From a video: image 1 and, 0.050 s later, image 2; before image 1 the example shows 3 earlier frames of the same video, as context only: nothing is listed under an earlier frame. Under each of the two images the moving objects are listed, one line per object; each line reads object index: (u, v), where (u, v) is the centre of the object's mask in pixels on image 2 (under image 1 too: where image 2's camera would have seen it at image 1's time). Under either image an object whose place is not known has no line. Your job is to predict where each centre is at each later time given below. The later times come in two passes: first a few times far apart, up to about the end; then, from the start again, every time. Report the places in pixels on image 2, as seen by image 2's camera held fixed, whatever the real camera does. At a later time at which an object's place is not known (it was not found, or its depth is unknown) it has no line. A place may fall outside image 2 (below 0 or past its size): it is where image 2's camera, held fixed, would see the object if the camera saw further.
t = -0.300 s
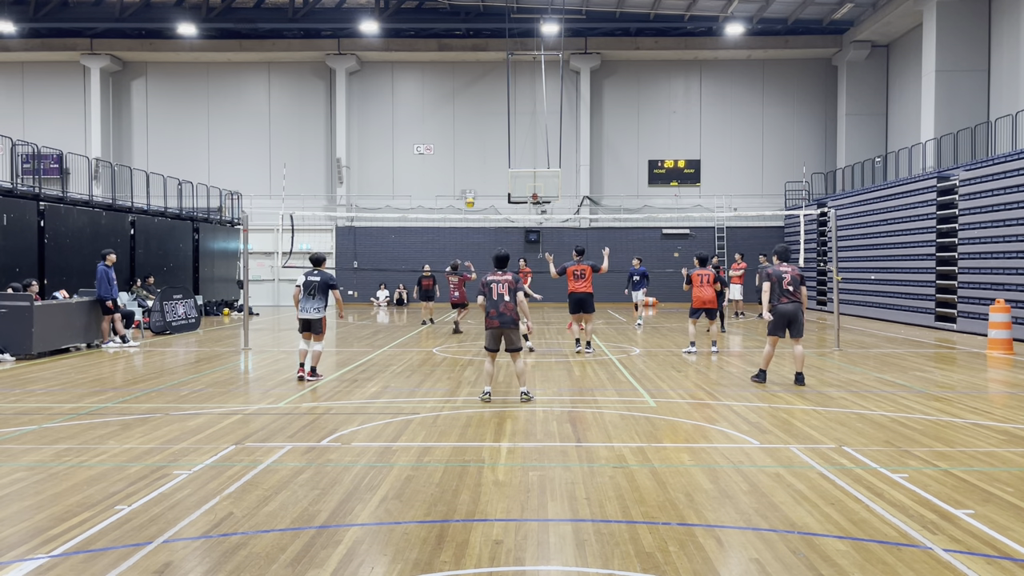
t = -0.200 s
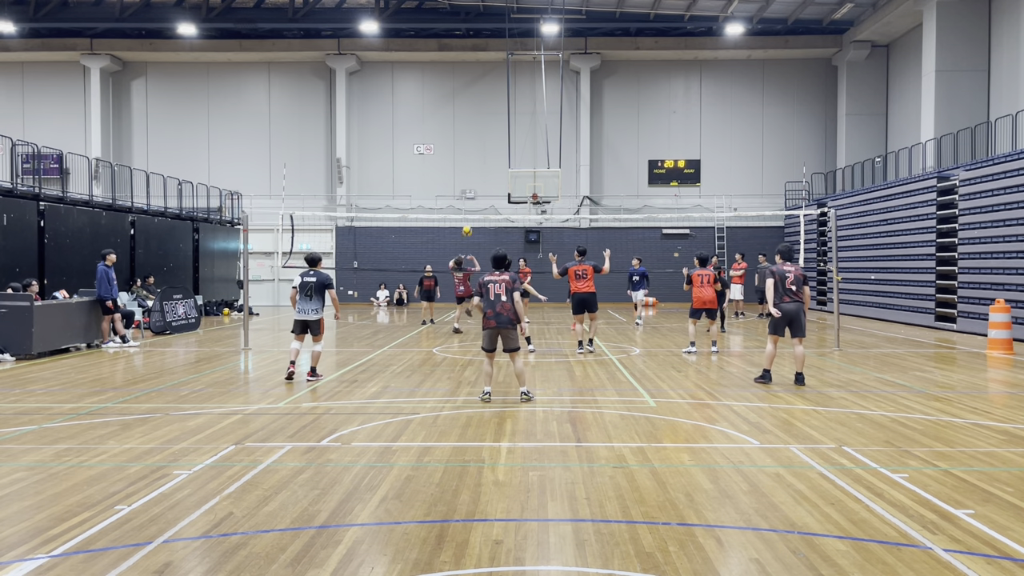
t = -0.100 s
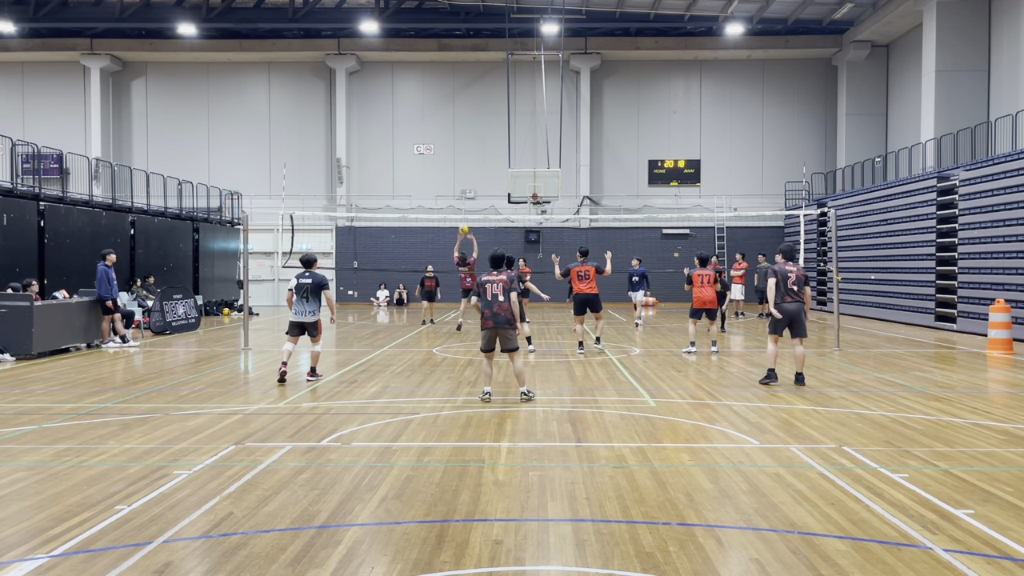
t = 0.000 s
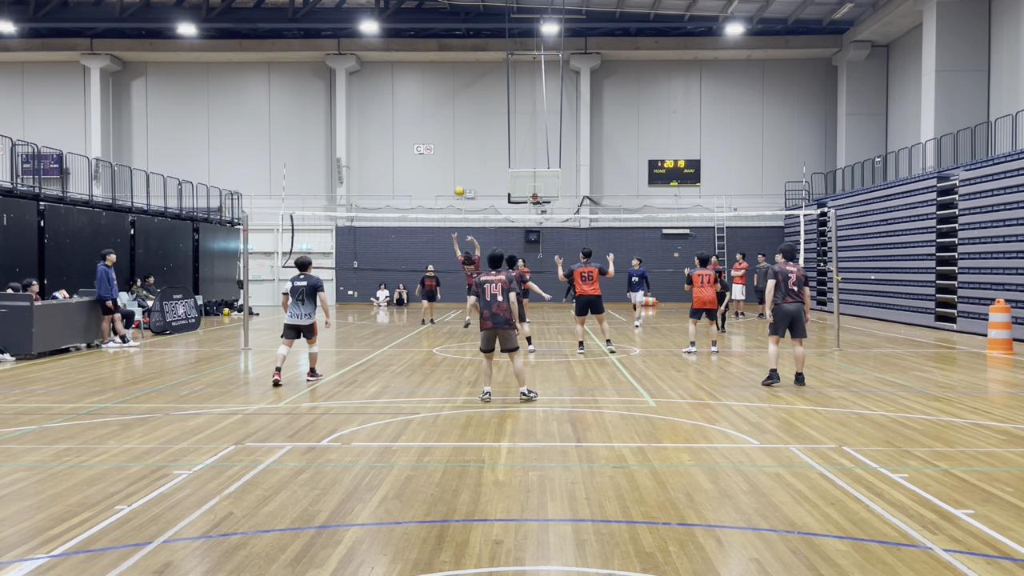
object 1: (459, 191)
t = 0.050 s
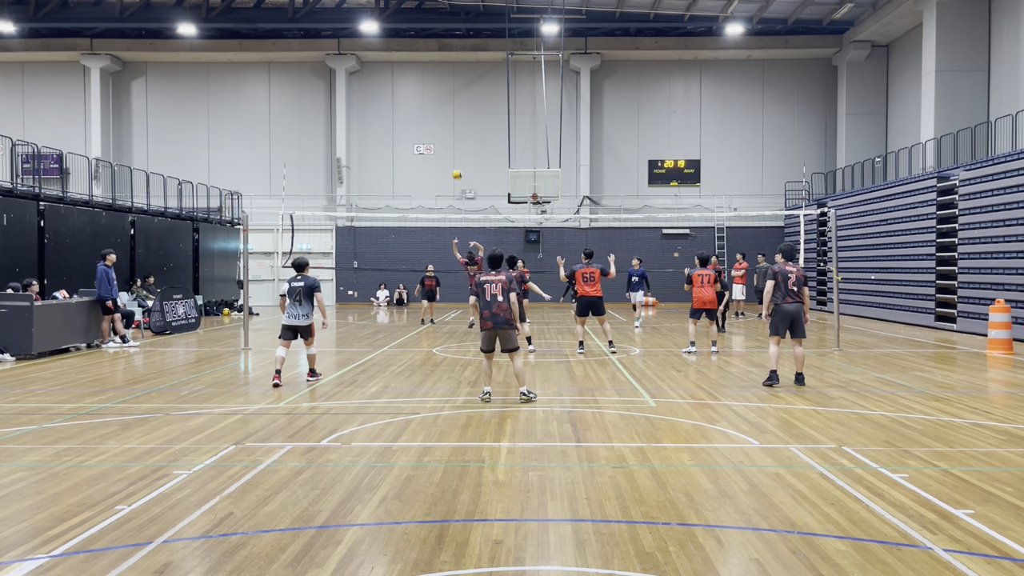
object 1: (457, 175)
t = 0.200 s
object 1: (451, 131)
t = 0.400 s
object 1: (443, 92)
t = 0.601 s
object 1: (435, 73)
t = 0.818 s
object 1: (427, 73)
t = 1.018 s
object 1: (419, 91)
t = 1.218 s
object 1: (413, 127)
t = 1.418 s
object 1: (406, 178)
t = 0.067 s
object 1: (456, 169)
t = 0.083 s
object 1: (456, 164)
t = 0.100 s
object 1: (455, 159)
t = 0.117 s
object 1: (454, 154)
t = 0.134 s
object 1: (454, 149)
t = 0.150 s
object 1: (453, 144)
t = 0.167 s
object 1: (452, 140)
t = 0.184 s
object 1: (452, 136)
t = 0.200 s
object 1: (451, 131)
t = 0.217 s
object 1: (451, 127)
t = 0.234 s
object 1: (450, 123)
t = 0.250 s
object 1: (449, 119)
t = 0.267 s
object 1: (448, 116)
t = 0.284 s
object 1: (448, 112)
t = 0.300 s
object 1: (447, 109)
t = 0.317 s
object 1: (446, 106)
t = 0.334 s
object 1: (446, 103)
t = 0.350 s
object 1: (445, 100)
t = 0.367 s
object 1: (444, 97)
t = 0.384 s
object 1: (444, 95)
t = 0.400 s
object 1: (443, 92)
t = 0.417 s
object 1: (442, 90)
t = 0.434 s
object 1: (441, 88)
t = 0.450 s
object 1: (441, 86)
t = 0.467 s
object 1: (440, 84)
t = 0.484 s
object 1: (440, 82)
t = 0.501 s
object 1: (439, 80)
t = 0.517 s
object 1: (438, 79)
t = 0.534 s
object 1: (438, 77)
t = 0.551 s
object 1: (437, 76)
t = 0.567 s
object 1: (436, 75)
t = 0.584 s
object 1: (435, 74)
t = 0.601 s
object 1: (435, 73)
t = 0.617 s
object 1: (434, 72)
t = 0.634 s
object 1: (434, 72)
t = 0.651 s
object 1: (433, 71)
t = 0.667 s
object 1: (432, 71)
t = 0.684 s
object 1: (432, 71)
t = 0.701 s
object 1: (431, 71)
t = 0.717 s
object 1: (430, 71)
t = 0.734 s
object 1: (430, 71)
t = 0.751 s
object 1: (429, 71)
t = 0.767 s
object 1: (429, 71)
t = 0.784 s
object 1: (428, 71)
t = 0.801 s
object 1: (427, 72)
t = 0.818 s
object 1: (427, 73)
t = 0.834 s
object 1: (426, 74)
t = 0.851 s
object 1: (425, 75)
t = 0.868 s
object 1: (425, 76)
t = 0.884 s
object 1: (424, 77)
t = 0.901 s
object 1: (424, 78)
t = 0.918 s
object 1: (423, 80)
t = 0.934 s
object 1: (422, 81)
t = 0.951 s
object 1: (422, 83)
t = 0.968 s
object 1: (421, 85)
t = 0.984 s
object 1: (421, 87)
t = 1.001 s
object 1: (420, 89)
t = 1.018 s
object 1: (419, 91)
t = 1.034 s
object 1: (419, 93)
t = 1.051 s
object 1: (418, 96)
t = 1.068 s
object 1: (417, 98)
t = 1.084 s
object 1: (417, 101)
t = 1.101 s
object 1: (416, 104)
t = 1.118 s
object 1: (416, 107)
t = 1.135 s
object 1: (415, 110)
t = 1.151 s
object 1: (414, 113)
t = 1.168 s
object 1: (414, 116)
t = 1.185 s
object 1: (414, 119)
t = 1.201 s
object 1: (413, 123)
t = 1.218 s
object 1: (413, 127)
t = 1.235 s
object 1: (412, 131)
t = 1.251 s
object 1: (412, 134)
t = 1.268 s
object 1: (411, 138)
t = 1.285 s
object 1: (410, 142)
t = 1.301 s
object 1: (410, 146)
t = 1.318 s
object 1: (410, 150)
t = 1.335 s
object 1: (409, 155)
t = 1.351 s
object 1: (409, 159)
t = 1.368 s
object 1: (408, 164)
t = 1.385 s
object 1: (408, 169)
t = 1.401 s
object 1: (407, 173)
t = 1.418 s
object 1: (406, 178)
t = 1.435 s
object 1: (406, 183)
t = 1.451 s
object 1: (406, 188)
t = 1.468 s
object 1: (405, 193)
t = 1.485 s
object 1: (405, 199)
